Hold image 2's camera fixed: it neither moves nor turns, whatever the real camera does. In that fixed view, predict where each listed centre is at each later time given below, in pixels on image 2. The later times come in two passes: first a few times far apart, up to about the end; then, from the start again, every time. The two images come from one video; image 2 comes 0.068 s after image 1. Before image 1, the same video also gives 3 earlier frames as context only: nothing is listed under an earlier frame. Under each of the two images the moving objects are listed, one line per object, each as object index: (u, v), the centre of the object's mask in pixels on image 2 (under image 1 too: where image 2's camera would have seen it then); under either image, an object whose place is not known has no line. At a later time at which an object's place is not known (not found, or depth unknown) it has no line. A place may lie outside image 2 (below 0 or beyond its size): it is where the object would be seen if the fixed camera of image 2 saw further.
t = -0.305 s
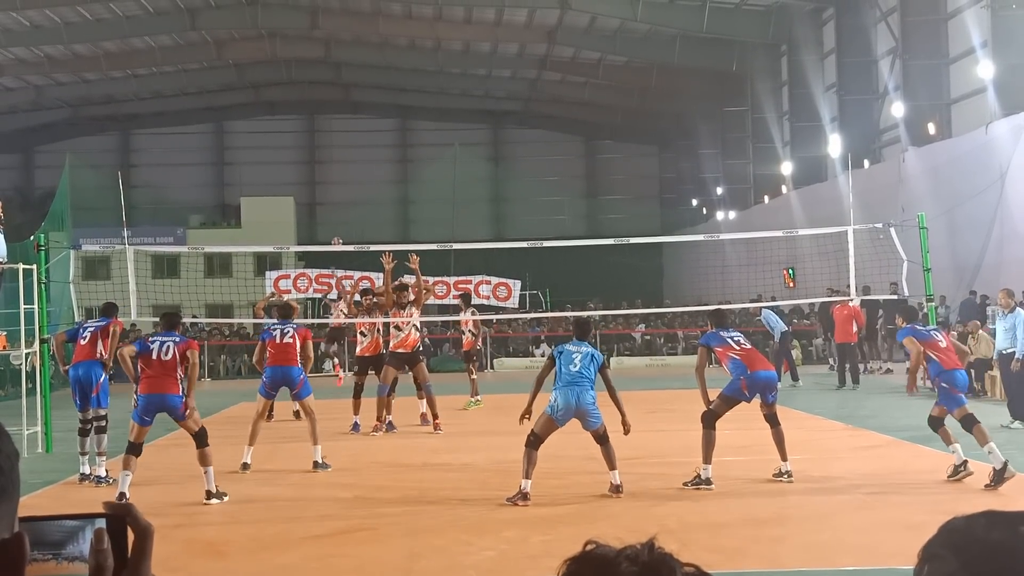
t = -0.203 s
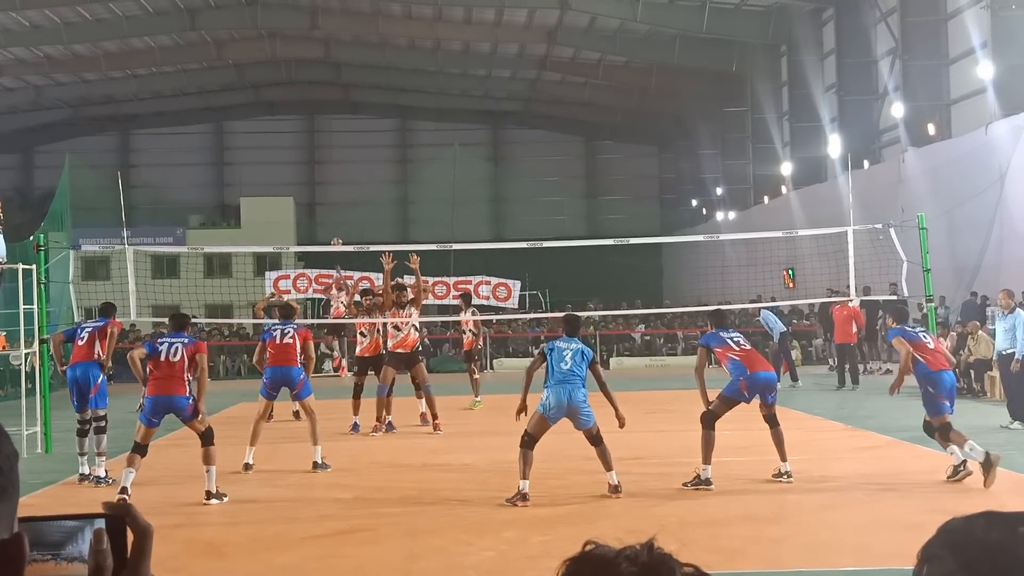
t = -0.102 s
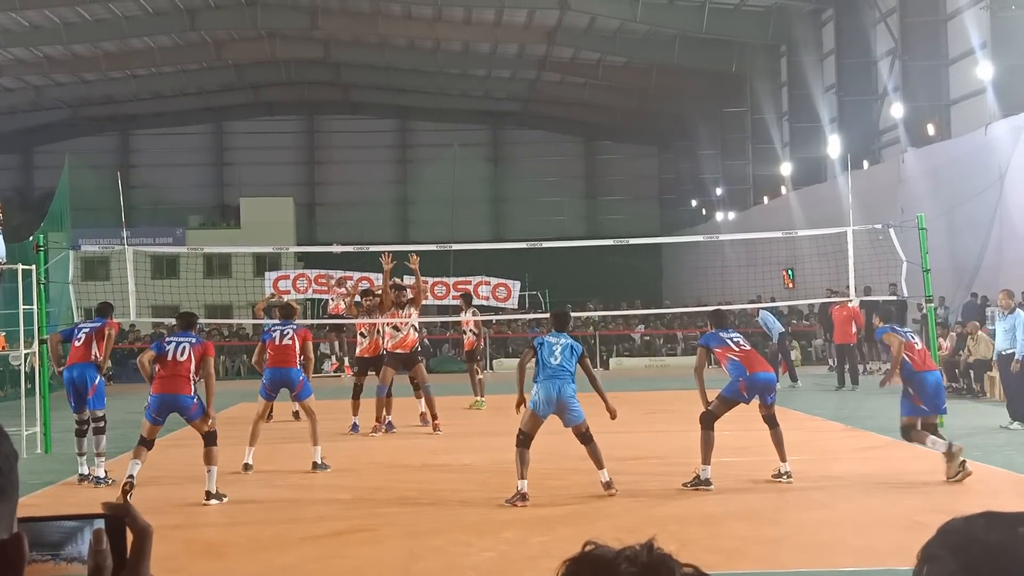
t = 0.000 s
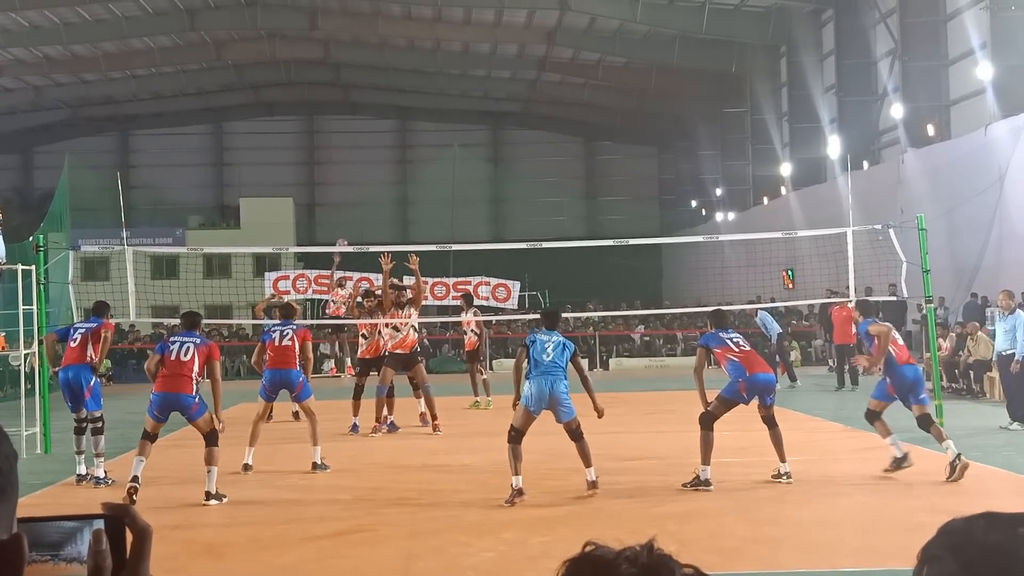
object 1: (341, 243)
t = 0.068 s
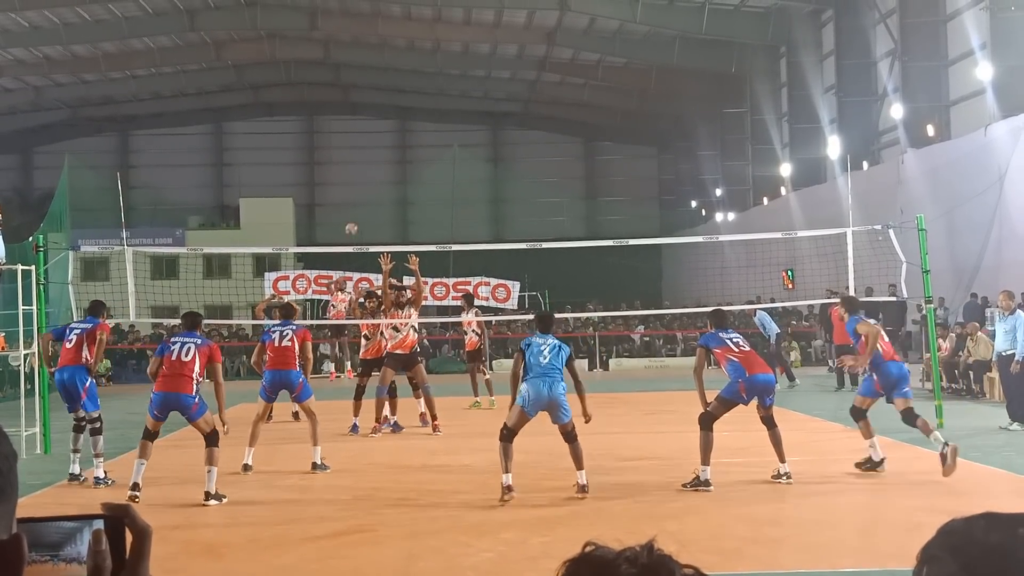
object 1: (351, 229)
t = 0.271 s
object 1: (388, 189)
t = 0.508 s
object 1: (451, 166)
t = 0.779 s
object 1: (550, 193)
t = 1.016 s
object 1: (683, 290)
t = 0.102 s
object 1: (356, 221)
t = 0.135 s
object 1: (361, 214)
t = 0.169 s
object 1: (367, 207)
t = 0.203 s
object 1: (374, 201)
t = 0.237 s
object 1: (381, 195)
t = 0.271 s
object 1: (388, 189)
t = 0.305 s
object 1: (395, 184)
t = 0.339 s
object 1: (403, 179)
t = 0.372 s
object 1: (412, 175)
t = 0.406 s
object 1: (421, 172)
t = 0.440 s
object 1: (431, 169)
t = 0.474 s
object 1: (440, 167)
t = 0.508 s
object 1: (451, 166)
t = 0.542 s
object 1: (461, 166)
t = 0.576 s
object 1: (472, 166)
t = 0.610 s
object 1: (484, 168)
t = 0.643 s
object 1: (496, 171)
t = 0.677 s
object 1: (508, 175)
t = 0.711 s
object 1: (521, 179)
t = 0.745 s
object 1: (535, 185)
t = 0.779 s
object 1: (550, 193)
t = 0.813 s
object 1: (566, 202)
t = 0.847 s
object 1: (582, 212)
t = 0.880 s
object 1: (600, 225)
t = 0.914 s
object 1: (618, 238)
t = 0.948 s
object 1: (639, 254)
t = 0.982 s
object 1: (660, 271)
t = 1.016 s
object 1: (683, 290)
